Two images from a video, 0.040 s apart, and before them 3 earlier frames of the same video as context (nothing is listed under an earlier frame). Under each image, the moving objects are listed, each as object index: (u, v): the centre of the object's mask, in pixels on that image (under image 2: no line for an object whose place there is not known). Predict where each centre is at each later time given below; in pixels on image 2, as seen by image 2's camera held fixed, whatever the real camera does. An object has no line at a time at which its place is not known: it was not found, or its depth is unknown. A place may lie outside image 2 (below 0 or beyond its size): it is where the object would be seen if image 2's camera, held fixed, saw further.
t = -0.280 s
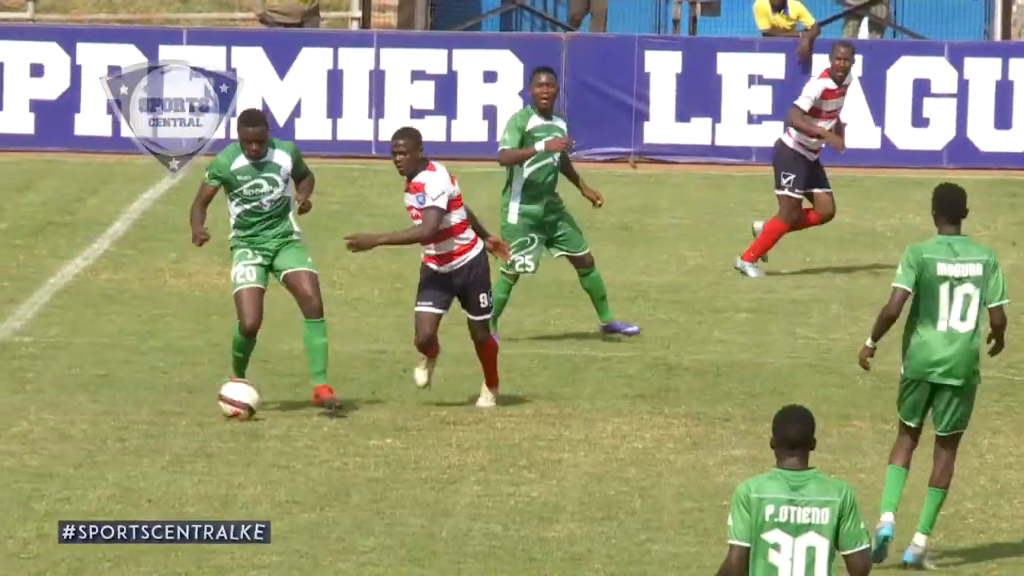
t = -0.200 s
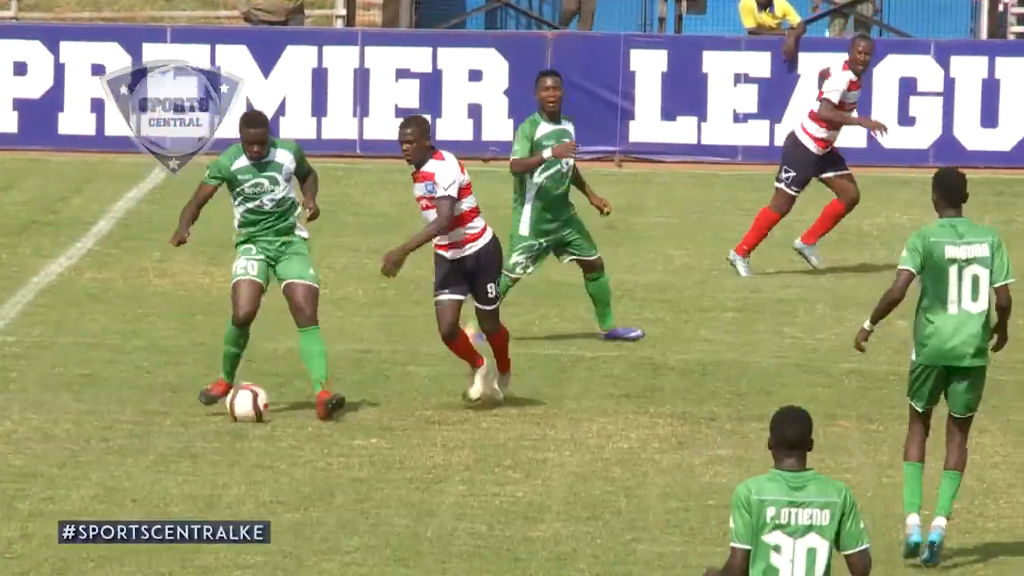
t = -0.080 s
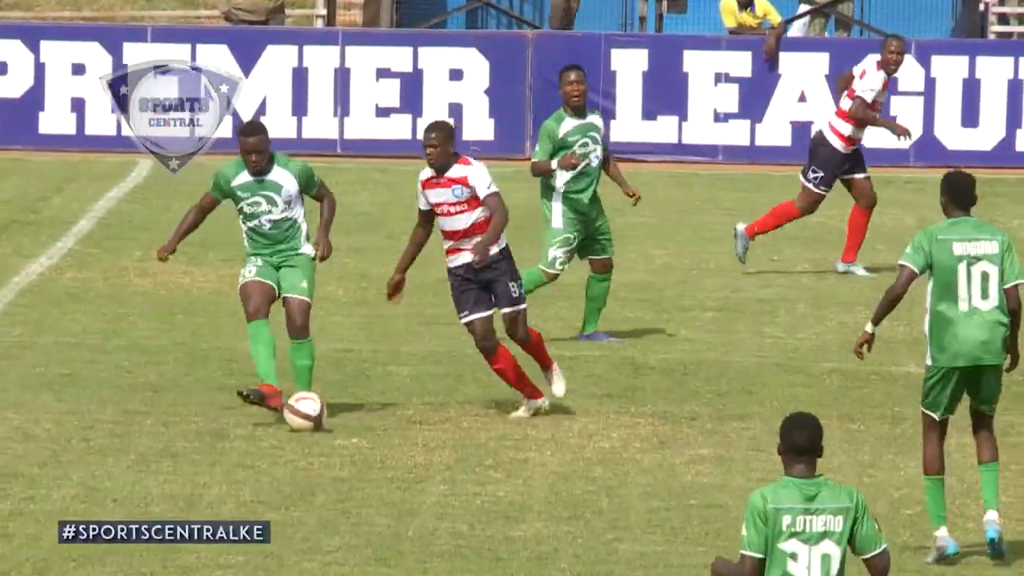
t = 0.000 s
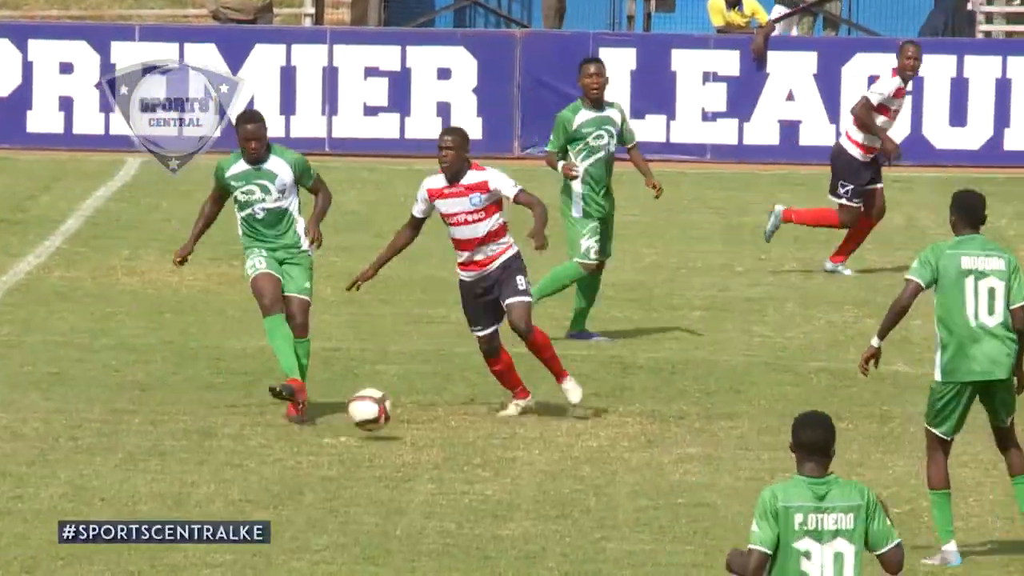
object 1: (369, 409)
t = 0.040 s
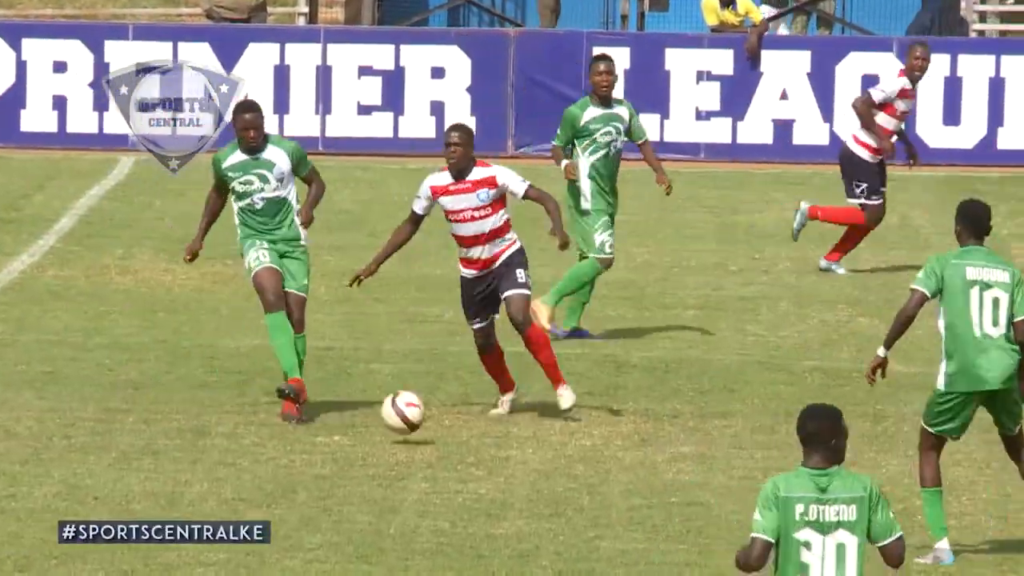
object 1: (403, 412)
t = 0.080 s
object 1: (442, 420)
